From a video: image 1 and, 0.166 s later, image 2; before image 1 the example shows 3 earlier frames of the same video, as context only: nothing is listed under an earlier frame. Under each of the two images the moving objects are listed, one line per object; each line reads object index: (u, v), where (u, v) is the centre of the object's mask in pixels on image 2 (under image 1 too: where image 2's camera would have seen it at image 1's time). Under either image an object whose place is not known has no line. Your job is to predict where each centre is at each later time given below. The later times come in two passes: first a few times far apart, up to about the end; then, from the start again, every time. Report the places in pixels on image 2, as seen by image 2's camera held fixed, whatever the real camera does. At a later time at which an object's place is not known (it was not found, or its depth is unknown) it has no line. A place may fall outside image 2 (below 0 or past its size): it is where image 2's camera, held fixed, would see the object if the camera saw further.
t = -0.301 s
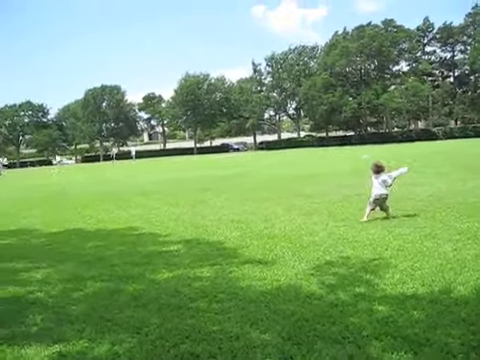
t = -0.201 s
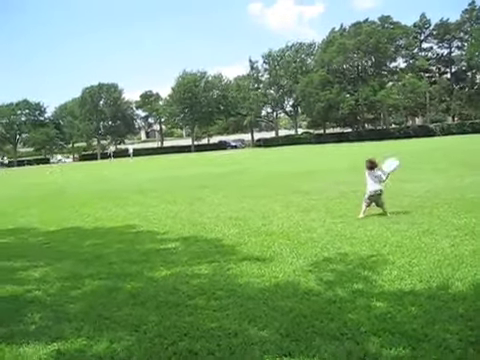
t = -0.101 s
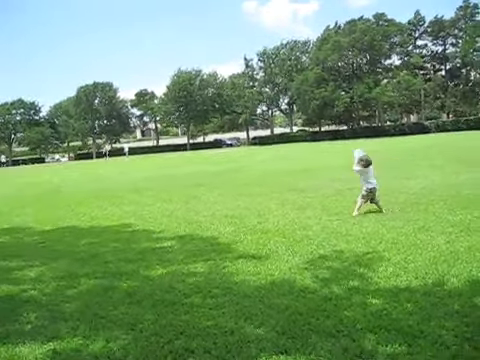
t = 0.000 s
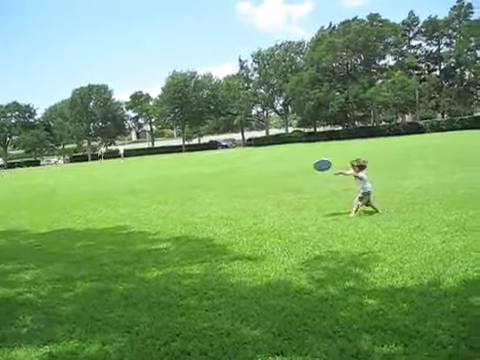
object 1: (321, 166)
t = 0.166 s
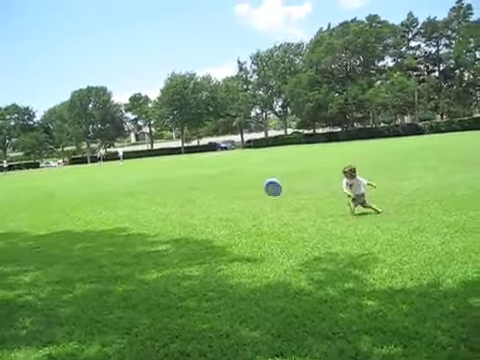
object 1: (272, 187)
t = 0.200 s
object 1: (264, 194)
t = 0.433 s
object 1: (226, 228)
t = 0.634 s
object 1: (218, 230)
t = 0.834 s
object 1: (220, 235)
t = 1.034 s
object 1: (229, 238)
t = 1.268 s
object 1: (245, 242)
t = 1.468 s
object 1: (259, 240)
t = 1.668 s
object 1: (265, 241)
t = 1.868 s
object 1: (265, 244)
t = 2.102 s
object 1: (266, 245)
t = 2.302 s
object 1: (266, 245)
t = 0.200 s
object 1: (264, 194)
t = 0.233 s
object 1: (256, 201)
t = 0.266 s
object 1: (248, 210)
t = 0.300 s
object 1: (241, 217)
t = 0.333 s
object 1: (235, 226)
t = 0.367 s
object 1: (232, 230)
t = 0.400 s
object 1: (228, 230)
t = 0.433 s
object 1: (226, 228)
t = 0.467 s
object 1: (225, 226)
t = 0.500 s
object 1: (223, 225)
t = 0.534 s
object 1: (222, 225)
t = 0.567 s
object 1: (221, 226)
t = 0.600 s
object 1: (220, 227)
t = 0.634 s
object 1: (218, 230)
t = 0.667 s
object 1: (218, 233)
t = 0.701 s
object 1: (217, 236)
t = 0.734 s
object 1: (217, 237)
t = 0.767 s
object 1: (218, 236)
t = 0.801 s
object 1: (219, 236)
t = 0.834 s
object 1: (220, 235)
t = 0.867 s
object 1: (221, 236)
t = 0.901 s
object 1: (222, 236)
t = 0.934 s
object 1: (224, 236)
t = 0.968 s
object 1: (225, 237)
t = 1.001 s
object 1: (227, 237)
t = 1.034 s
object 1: (229, 238)
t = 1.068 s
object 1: (231, 240)
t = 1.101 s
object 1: (233, 241)
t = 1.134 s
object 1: (235, 242)
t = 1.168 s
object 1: (238, 243)
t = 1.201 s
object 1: (240, 243)
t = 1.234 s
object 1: (244, 244)
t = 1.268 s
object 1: (245, 242)
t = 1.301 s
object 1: (248, 242)
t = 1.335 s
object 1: (250, 242)
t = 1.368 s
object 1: (253, 241)
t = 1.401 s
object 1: (255, 240)
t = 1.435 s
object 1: (257, 240)
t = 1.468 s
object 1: (259, 240)
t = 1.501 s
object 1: (260, 240)
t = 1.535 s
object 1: (262, 240)
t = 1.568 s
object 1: (264, 240)
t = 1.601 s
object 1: (264, 240)
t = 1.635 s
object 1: (265, 240)
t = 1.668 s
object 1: (265, 241)
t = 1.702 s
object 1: (265, 242)
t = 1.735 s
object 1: (265, 243)
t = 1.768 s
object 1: (266, 244)
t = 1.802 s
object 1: (266, 244)
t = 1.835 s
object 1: (265, 244)
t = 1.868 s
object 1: (265, 244)
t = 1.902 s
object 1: (265, 245)
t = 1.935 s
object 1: (266, 245)
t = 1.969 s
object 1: (266, 245)
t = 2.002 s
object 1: (266, 245)
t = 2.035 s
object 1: (266, 245)
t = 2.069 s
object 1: (266, 245)
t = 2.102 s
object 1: (266, 245)
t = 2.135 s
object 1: (266, 245)
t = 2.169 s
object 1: (266, 245)
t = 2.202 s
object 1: (266, 245)
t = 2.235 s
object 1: (266, 245)
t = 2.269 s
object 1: (266, 245)
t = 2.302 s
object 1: (266, 245)
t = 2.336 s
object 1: (266, 245)
